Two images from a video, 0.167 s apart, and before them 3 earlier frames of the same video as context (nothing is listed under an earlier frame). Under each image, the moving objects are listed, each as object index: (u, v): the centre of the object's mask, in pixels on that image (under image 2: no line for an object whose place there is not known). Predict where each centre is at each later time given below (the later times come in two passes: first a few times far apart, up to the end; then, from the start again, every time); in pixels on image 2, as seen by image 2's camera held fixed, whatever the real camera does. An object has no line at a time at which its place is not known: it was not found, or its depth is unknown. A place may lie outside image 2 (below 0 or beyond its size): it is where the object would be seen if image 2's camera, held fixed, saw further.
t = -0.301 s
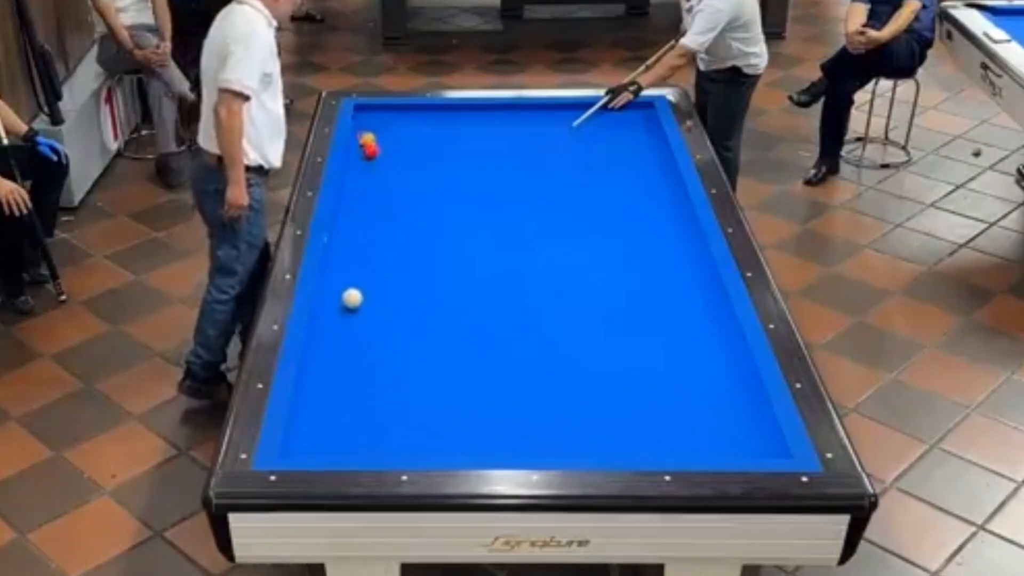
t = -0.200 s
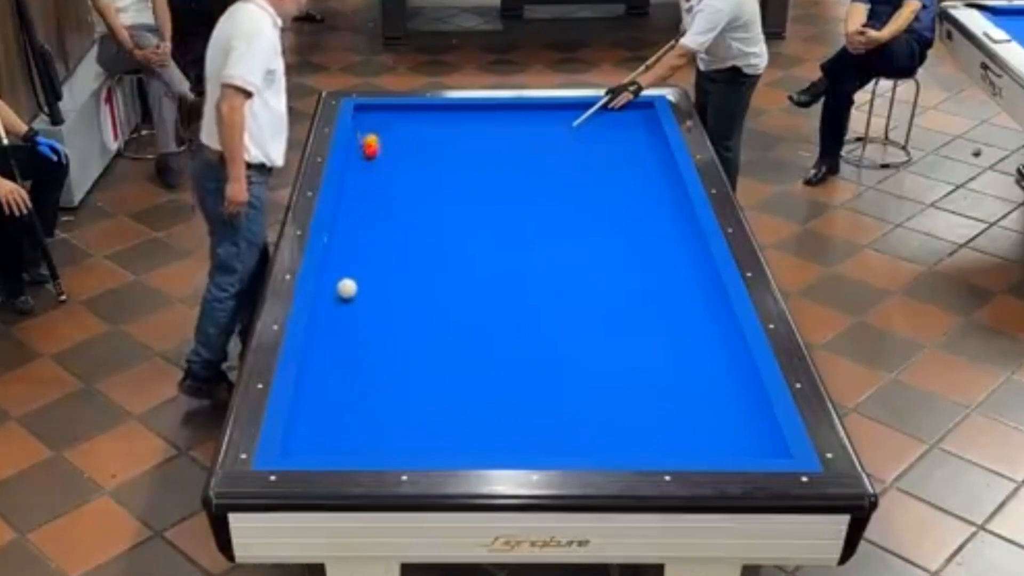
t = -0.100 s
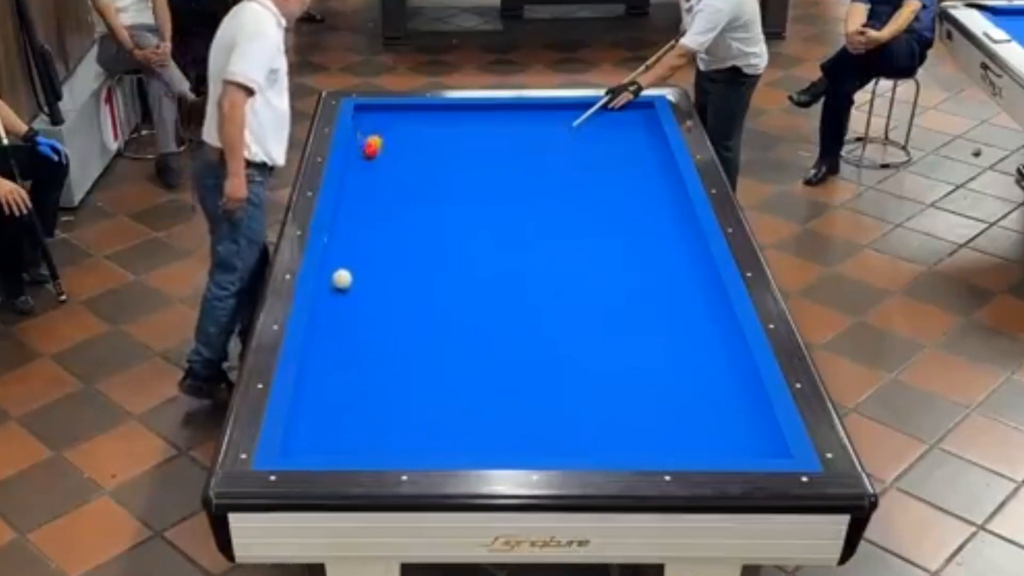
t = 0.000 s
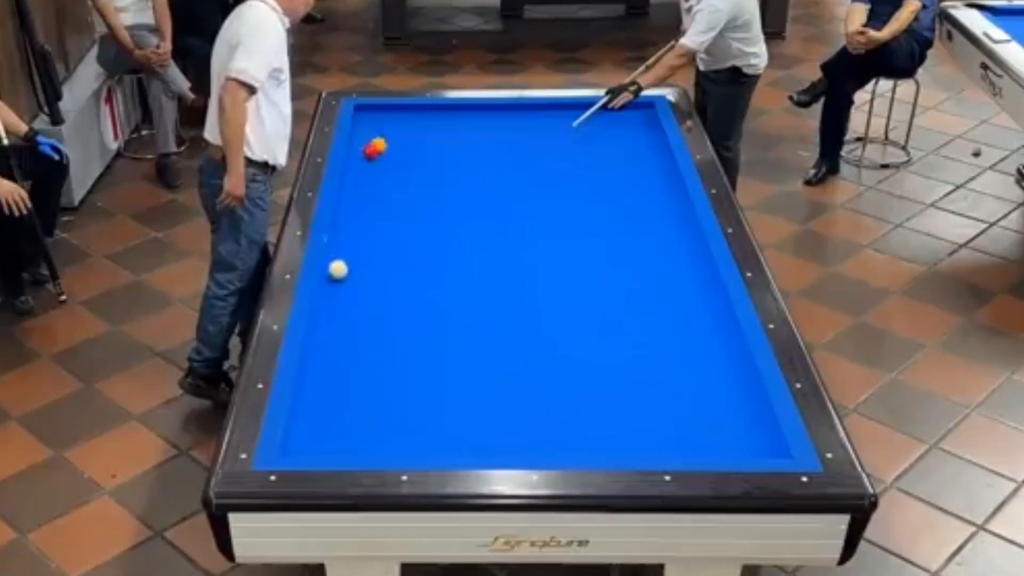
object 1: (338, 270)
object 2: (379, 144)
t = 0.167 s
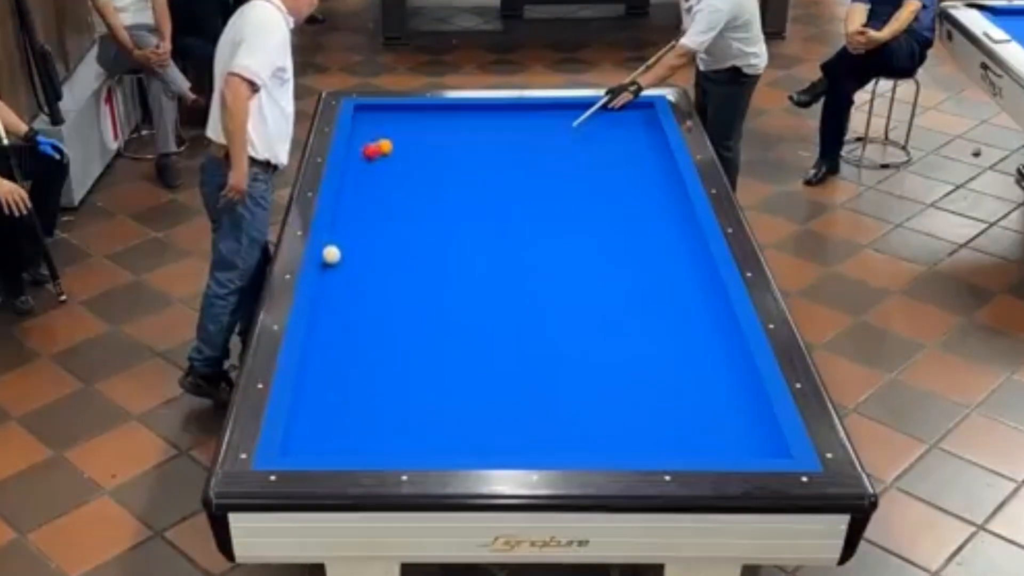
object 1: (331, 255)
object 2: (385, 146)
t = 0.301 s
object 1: (337, 245)
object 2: (389, 147)
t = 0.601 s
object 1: (350, 224)
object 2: (399, 150)
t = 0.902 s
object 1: (361, 206)
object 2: (410, 153)
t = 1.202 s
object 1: (371, 188)
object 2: (420, 155)
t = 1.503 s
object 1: (381, 172)
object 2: (428, 157)
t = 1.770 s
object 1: (389, 159)
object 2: (435, 159)
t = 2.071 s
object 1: (397, 145)
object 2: (442, 160)
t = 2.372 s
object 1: (405, 132)
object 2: (447, 161)
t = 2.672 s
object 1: (412, 121)
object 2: (452, 162)
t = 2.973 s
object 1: (418, 110)
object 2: (455, 163)
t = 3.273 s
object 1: (425, 111)
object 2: (459, 163)
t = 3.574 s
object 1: (431, 116)
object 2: (460, 163)
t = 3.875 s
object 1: (437, 121)
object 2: (460, 163)
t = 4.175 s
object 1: (442, 126)
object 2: (461, 164)
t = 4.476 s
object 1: (447, 131)
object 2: (460, 164)
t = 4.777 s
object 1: (453, 136)
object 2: (460, 164)
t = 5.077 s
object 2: (460, 164)
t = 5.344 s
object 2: (461, 164)
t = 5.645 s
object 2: (461, 164)
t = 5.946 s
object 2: (461, 164)
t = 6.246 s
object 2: (461, 164)
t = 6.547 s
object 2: (461, 164)
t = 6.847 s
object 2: (461, 164)
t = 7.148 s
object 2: (461, 164)
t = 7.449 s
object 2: (461, 164)
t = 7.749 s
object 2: (461, 164)
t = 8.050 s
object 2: (461, 164)
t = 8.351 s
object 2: (461, 164)
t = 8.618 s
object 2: (461, 164)
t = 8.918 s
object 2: (461, 164)
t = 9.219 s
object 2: (461, 164)
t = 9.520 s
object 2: (461, 164)
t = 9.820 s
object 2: (461, 164)
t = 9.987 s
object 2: (461, 164)
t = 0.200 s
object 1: (333, 252)
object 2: (386, 147)
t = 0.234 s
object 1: (334, 250)
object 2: (387, 147)
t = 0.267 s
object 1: (336, 247)
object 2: (388, 148)
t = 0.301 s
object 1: (337, 245)
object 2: (389, 147)
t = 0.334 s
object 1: (339, 243)
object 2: (391, 148)
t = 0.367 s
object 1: (340, 240)
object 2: (392, 148)
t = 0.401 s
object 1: (341, 238)
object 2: (393, 149)
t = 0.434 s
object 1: (343, 236)
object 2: (394, 149)
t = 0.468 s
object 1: (345, 233)
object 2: (395, 149)
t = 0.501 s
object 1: (346, 231)
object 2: (396, 150)
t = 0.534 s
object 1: (347, 229)
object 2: (398, 150)
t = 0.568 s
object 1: (349, 226)
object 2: (399, 151)
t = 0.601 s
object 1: (350, 224)
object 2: (399, 150)
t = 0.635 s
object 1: (351, 222)
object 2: (400, 151)
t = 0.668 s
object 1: (352, 220)
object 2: (402, 151)
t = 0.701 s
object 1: (353, 218)
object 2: (404, 151)
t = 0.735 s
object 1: (355, 216)
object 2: (405, 151)
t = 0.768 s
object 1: (356, 214)
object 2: (406, 152)
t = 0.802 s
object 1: (357, 212)
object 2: (407, 152)
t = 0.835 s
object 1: (358, 209)
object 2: (408, 152)
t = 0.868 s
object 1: (360, 208)
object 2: (409, 153)
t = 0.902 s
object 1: (361, 206)
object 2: (410, 153)
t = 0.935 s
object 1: (362, 203)
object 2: (412, 153)
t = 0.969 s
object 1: (363, 201)
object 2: (413, 153)
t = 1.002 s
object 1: (365, 199)
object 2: (414, 154)
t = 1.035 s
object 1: (365, 197)
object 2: (415, 154)
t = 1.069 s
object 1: (367, 196)
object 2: (416, 154)
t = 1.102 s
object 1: (368, 194)
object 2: (417, 154)
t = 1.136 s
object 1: (369, 192)
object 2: (418, 155)
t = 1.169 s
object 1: (370, 190)
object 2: (419, 155)
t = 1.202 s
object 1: (371, 188)
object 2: (420, 155)
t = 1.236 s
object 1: (372, 186)
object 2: (421, 155)
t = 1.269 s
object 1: (373, 184)
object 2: (421, 156)
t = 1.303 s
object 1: (375, 183)
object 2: (423, 156)
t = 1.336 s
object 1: (375, 181)
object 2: (424, 156)
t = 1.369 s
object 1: (377, 179)
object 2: (425, 157)
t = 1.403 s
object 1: (378, 177)
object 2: (426, 156)
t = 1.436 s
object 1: (379, 176)
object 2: (427, 157)
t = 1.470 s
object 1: (380, 174)
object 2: (428, 157)
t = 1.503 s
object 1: (381, 172)
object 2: (428, 157)
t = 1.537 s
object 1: (381, 171)
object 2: (429, 157)
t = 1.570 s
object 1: (383, 169)
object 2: (430, 157)
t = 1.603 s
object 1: (384, 167)
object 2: (431, 157)
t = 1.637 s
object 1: (385, 165)
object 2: (432, 158)
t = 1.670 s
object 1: (386, 164)
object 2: (433, 158)
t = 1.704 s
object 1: (387, 162)
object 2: (434, 158)
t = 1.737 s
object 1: (388, 161)
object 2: (434, 158)
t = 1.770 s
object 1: (389, 159)
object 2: (435, 159)
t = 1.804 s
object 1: (390, 157)
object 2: (435, 159)
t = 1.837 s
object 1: (391, 156)
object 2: (437, 159)
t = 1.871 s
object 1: (392, 154)
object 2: (437, 159)
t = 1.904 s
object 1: (393, 152)
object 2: (438, 159)
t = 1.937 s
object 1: (393, 151)
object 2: (439, 159)
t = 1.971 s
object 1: (394, 150)
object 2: (440, 159)
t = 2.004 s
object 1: (395, 148)
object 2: (441, 160)
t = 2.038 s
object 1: (396, 146)
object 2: (441, 160)
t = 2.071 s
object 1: (397, 145)
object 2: (442, 160)
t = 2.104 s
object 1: (398, 143)
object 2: (443, 160)
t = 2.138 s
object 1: (399, 142)
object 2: (443, 160)
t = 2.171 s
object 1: (400, 141)
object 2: (444, 161)
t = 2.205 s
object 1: (401, 139)
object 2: (444, 161)
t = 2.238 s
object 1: (401, 138)
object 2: (445, 161)
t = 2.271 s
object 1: (402, 137)
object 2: (446, 161)
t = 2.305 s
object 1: (403, 135)
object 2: (447, 161)
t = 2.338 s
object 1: (404, 133)
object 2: (447, 161)
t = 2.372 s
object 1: (405, 132)
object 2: (447, 161)
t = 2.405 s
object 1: (405, 131)
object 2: (448, 161)
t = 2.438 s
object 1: (406, 130)
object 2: (449, 161)
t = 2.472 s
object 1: (407, 128)
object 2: (449, 162)
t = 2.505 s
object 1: (408, 127)
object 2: (450, 162)
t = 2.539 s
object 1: (408, 126)
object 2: (451, 162)
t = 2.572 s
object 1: (409, 125)
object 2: (451, 162)
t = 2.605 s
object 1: (410, 123)
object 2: (451, 162)
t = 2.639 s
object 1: (411, 122)
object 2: (451, 162)
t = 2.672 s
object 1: (412, 121)
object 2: (452, 162)
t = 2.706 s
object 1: (413, 120)
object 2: (453, 162)
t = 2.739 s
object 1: (413, 119)
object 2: (453, 162)
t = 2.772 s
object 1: (414, 117)
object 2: (453, 162)
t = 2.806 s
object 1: (414, 116)
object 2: (454, 162)
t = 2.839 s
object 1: (415, 115)
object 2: (454, 162)
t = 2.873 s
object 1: (416, 114)
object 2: (454, 163)
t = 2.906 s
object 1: (417, 113)
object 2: (455, 163)
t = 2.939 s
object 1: (418, 111)
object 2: (455, 163)
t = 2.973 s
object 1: (418, 110)
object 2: (455, 163)
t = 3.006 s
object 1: (419, 109)
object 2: (456, 163)
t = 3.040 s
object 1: (420, 108)
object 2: (457, 163)
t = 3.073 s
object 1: (420, 107)
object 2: (457, 163)
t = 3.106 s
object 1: (421, 108)
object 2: (457, 163)
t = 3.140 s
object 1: (422, 109)
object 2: (457, 163)
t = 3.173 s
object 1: (422, 109)
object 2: (458, 163)
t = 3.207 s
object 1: (423, 110)
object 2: (458, 163)
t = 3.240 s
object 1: (424, 110)
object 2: (458, 163)
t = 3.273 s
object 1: (425, 111)
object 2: (459, 163)
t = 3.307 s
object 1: (425, 112)
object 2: (459, 163)
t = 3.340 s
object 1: (426, 112)
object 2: (459, 163)
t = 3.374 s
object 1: (427, 113)
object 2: (459, 163)
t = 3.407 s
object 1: (427, 113)
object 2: (459, 163)
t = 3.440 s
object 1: (428, 114)
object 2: (460, 163)
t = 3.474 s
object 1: (429, 115)
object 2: (460, 163)
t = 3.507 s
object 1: (430, 115)
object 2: (460, 163)
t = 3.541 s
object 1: (430, 116)
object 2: (460, 163)
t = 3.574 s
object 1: (431, 116)
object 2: (460, 163)
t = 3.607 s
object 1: (432, 117)
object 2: (460, 163)
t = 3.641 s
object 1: (432, 118)
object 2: (461, 163)
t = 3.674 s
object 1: (433, 118)
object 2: (460, 163)
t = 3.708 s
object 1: (434, 119)
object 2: (460, 163)
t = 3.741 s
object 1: (435, 119)
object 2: (460, 163)
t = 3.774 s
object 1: (435, 120)
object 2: (460, 163)
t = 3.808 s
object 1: (436, 120)
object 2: (460, 163)
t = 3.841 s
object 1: (436, 121)
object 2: (460, 163)
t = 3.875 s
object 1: (437, 121)
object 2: (460, 163)
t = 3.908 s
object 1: (438, 122)
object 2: (460, 163)
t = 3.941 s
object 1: (438, 123)
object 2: (461, 163)
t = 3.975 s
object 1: (439, 123)
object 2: (461, 163)
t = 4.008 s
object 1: (439, 124)
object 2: (461, 164)
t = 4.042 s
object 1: (440, 124)
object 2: (461, 164)
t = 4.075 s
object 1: (441, 125)
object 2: (461, 164)
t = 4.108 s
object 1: (441, 125)
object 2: (461, 164)
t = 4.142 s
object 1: (442, 126)
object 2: (461, 164)
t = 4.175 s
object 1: (442, 126)
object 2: (461, 164)
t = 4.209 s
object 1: (443, 127)
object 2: (460, 164)
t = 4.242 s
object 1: (444, 128)
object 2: (460, 164)
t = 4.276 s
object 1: (444, 128)
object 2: (461, 164)
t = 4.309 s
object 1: (445, 129)
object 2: (460, 164)
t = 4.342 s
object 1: (445, 129)
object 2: (460, 164)
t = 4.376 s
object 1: (446, 130)
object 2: (460, 164)
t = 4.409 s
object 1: (446, 130)
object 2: (460, 164)
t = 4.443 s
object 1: (447, 131)
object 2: (461, 164)
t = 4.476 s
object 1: (447, 131)
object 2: (460, 164)
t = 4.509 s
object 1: (448, 132)
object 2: (460, 164)
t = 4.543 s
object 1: (449, 132)
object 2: (461, 164)
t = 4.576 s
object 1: (450, 133)
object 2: (460, 164)
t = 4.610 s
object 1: (450, 133)
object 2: (461, 164)
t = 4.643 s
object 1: (450, 133)
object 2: (461, 164)
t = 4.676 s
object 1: (451, 134)
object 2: (460, 164)
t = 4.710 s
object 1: (451, 134)
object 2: (461, 164)
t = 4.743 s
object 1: (452, 135)
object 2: (460, 164)
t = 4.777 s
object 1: (453, 136)
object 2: (460, 164)
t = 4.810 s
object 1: (453, 136)
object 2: (460, 164)
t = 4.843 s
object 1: (453, 137)
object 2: (460, 164)
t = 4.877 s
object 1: (454, 137)
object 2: (460, 164)
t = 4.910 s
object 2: (460, 164)
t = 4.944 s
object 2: (460, 164)
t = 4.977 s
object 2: (461, 164)
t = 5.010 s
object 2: (461, 164)
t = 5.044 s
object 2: (461, 164)
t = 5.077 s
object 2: (460, 164)
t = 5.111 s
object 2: (461, 164)
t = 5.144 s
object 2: (461, 164)
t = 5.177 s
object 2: (460, 164)
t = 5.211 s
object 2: (460, 164)
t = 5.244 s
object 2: (461, 164)
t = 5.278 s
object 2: (461, 164)
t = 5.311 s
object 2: (461, 164)
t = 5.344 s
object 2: (461, 164)
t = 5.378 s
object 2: (461, 164)
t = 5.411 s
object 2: (461, 164)
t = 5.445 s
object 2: (461, 164)
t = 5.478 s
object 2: (461, 164)
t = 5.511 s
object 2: (461, 164)
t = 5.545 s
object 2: (461, 164)
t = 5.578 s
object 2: (461, 164)
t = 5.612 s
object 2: (461, 164)
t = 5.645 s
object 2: (461, 164)
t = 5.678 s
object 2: (461, 164)
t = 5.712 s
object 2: (461, 164)
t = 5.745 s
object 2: (461, 164)
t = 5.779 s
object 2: (461, 164)
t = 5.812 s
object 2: (461, 164)
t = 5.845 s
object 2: (461, 164)
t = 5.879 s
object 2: (461, 164)
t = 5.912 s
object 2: (461, 164)
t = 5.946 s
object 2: (461, 164)
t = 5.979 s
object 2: (461, 164)
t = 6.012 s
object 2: (461, 164)
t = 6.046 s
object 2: (461, 164)
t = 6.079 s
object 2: (461, 164)
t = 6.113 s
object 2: (461, 164)
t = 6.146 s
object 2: (461, 164)
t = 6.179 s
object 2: (461, 164)
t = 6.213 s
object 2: (461, 164)
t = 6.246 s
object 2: (461, 164)
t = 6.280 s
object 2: (461, 164)
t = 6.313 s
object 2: (461, 164)
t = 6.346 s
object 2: (461, 164)
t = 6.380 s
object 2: (461, 164)
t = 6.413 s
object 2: (461, 164)
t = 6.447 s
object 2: (461, 164)
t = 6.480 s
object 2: (461, 164)
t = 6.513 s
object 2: (461, 164)
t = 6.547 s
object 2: (461, 164)
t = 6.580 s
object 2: (461, 164)
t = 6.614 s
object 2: (461, 164)
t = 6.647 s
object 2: (461, 164)
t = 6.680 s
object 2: (461, 164)
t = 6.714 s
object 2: (461, 164)
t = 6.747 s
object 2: (461, 164)
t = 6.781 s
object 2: (461, 164)
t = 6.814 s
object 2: (461, 164)
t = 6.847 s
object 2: (461, 164)
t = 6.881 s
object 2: (461, 164)
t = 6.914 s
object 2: (461, 164)
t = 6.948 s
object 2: (461, 164)
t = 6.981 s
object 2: (461, 164)
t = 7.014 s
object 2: (461, 164)
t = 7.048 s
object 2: (461, 164)
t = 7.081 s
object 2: (461, 164)
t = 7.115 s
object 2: (461, 164)
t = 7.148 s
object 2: (461, 164)
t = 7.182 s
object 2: (461, 164)
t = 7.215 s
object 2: (461, 164)
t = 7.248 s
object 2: (461, 164)
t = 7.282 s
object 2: (461, 164)
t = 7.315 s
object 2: (461, 164)
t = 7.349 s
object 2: (461, 164)
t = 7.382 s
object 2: (461, 164)
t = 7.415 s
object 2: (461, 164)
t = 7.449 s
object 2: (461, 164)
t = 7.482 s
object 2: (461, 164)
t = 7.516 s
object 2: (461, 164)
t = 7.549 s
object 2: (461, 164)
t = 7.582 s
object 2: (461, 164)
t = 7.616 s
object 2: (461, 164)
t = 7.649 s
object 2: (461, 164)
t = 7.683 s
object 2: (461, 164)
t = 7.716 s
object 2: (461, 164)
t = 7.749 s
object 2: (461, 164)
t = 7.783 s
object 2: (461, 164)
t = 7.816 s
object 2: (461, 164)
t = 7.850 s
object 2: (461, 164)
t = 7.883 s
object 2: (461, 164)
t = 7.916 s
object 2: (461, 164)
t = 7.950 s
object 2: (461, 164)
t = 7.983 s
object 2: (461, 164)
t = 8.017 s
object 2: (461, 164)
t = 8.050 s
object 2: (461, 164)
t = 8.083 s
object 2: (461, 164)
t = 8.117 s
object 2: (461, 164)
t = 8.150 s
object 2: (461, 164)
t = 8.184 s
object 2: (461, 164)
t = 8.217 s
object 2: (461, 164)
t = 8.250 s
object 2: (461, 164)
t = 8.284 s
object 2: (461, 164)
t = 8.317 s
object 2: (461, 164)
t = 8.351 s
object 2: (461, 164)
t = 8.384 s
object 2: (461, 164)
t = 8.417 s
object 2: (461, 164)
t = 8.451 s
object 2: (461, 164)
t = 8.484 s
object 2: (461, 164)
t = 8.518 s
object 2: (461, 164)
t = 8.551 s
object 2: (461, 164)
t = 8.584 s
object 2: (461, 164)
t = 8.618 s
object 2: (461, 164)
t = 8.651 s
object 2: (461, 164)
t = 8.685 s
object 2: (461, 164)
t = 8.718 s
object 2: (461, 164)
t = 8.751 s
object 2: (461, 164)
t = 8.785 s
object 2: (461, 164)
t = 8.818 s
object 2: (461, 164)
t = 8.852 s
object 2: (461, 164)
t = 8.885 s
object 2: (461, 164)
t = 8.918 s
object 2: (461, 164)
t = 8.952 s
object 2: (461, 164)
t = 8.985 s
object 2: (461, 164)
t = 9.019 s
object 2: (461, 164)
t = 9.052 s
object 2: (461, 164)
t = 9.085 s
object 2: (461, 164)
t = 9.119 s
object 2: (461, 164)
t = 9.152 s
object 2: (461, 164)
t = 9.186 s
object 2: (461, 164)
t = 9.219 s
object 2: (461, 164)
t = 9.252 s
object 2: (461, 164)
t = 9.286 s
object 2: (461, 164)
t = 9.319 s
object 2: (461, 164)
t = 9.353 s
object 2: (461, 164)
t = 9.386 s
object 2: (461, 164)
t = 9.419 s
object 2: (461, 164)
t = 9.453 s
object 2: (461, 164)
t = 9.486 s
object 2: (461, 164)
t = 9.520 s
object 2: (461, 164)
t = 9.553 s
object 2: (461, 164)
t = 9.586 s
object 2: (461, 164)
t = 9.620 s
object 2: (461, 164)
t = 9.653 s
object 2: (461, 164)
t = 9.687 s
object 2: (461, 164)
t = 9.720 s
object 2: (461, 164)
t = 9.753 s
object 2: (461, 164)
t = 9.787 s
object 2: (460, 164)
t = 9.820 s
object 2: (461, 164)
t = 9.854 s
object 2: (461, 164)
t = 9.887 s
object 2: (461, 164)
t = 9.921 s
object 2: (461, 164)
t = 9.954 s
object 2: (461, 164)
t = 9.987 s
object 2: (461, 164)
